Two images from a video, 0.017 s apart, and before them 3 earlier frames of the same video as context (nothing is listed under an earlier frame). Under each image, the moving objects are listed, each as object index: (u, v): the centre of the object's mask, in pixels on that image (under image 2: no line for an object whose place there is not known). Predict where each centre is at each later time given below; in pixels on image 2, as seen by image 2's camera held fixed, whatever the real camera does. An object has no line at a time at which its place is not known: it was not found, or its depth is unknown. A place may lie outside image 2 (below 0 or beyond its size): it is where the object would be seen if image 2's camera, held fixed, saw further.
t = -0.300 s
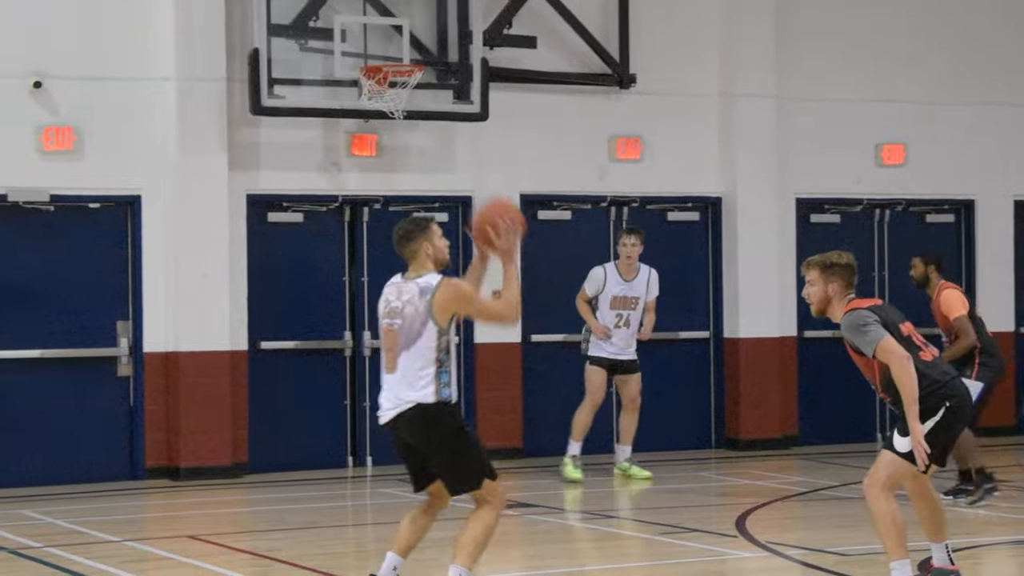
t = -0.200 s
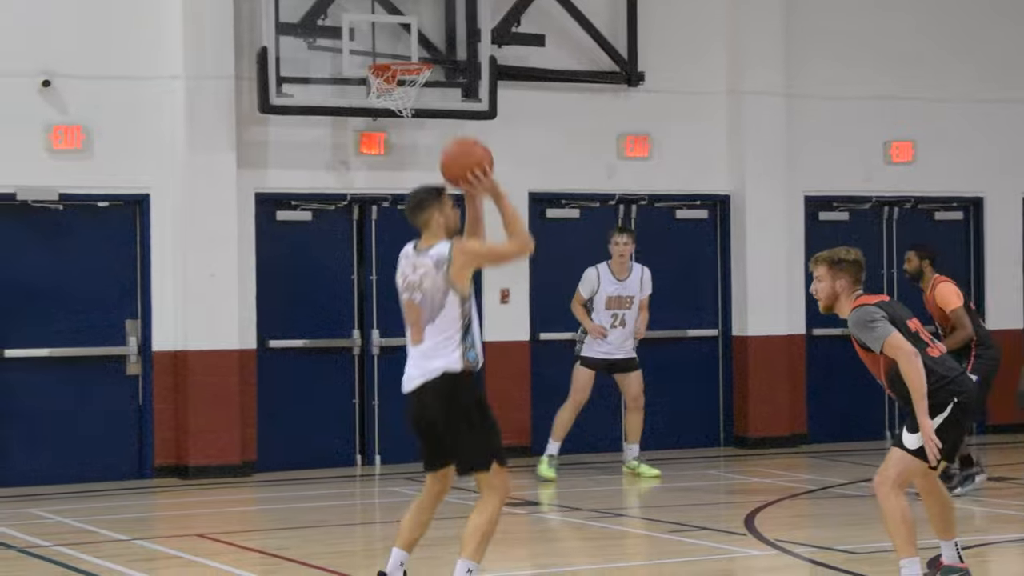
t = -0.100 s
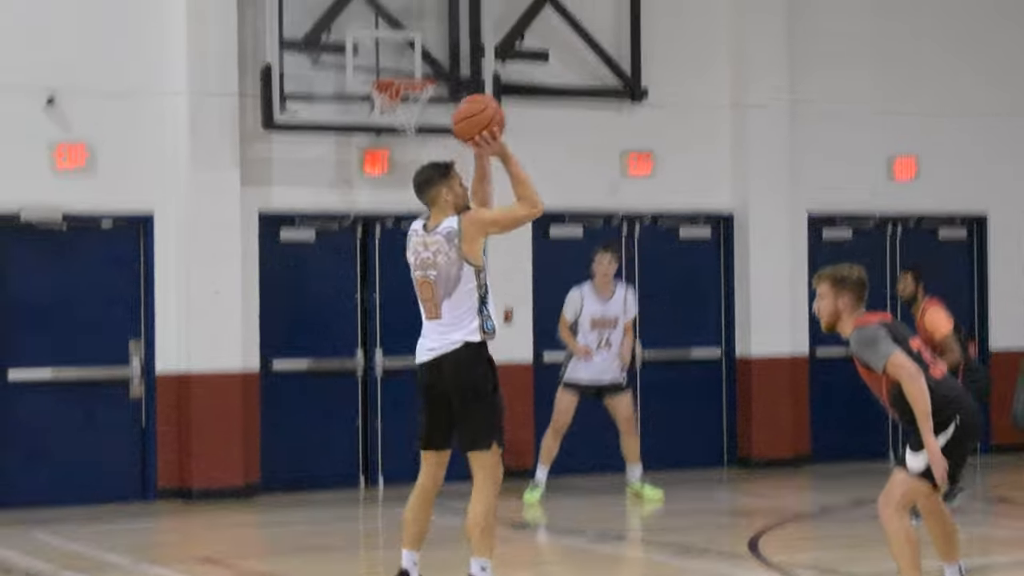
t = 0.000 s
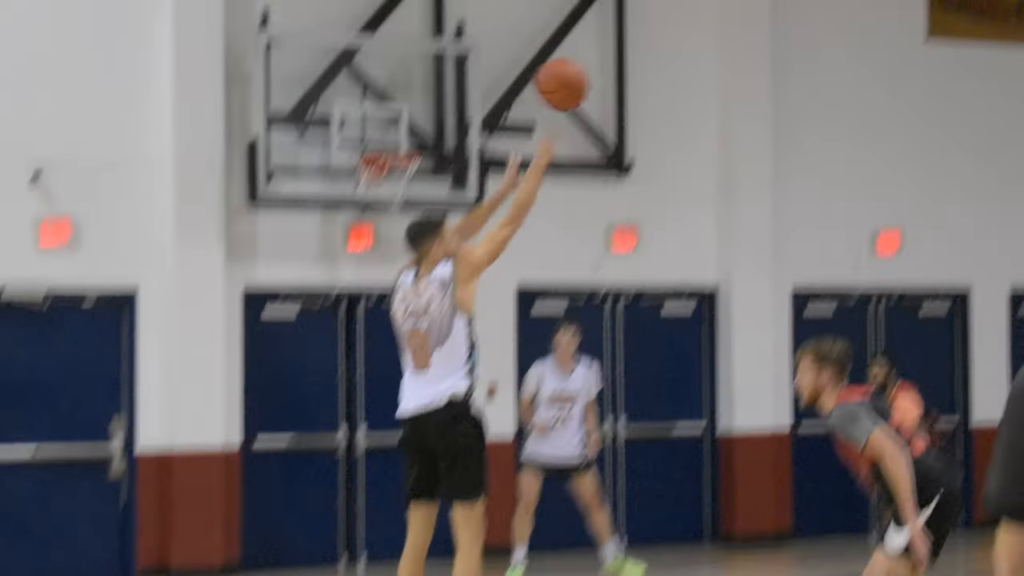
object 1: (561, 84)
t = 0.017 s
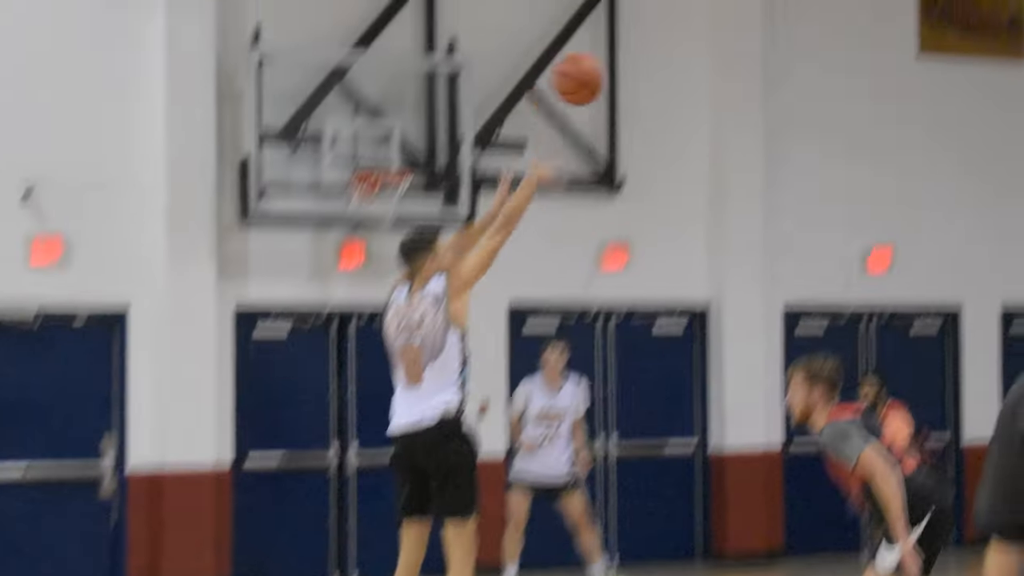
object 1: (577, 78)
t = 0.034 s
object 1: (601, 59)
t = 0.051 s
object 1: (625, 38)
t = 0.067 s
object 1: (650, 17)
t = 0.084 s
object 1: (675, -2)
